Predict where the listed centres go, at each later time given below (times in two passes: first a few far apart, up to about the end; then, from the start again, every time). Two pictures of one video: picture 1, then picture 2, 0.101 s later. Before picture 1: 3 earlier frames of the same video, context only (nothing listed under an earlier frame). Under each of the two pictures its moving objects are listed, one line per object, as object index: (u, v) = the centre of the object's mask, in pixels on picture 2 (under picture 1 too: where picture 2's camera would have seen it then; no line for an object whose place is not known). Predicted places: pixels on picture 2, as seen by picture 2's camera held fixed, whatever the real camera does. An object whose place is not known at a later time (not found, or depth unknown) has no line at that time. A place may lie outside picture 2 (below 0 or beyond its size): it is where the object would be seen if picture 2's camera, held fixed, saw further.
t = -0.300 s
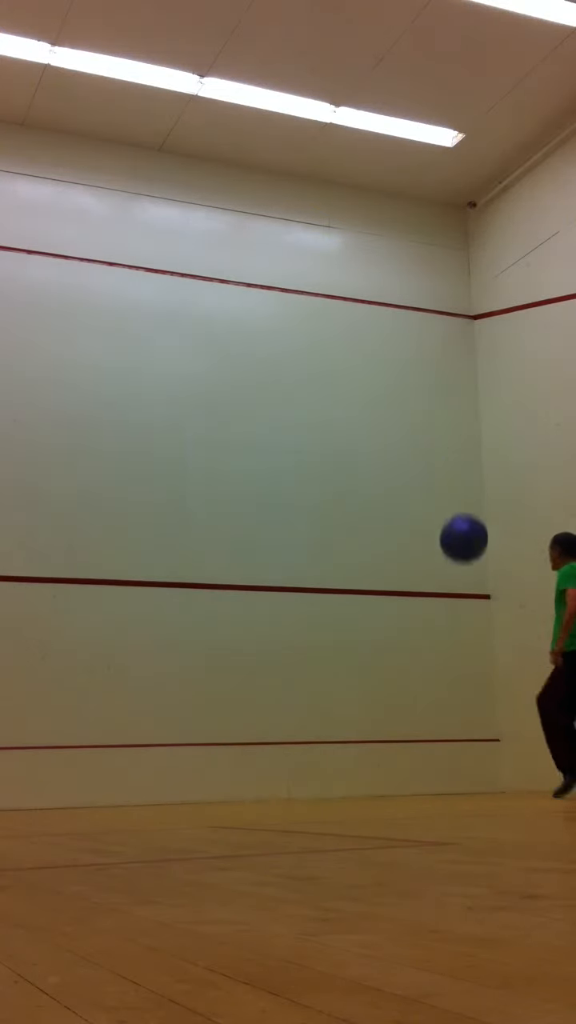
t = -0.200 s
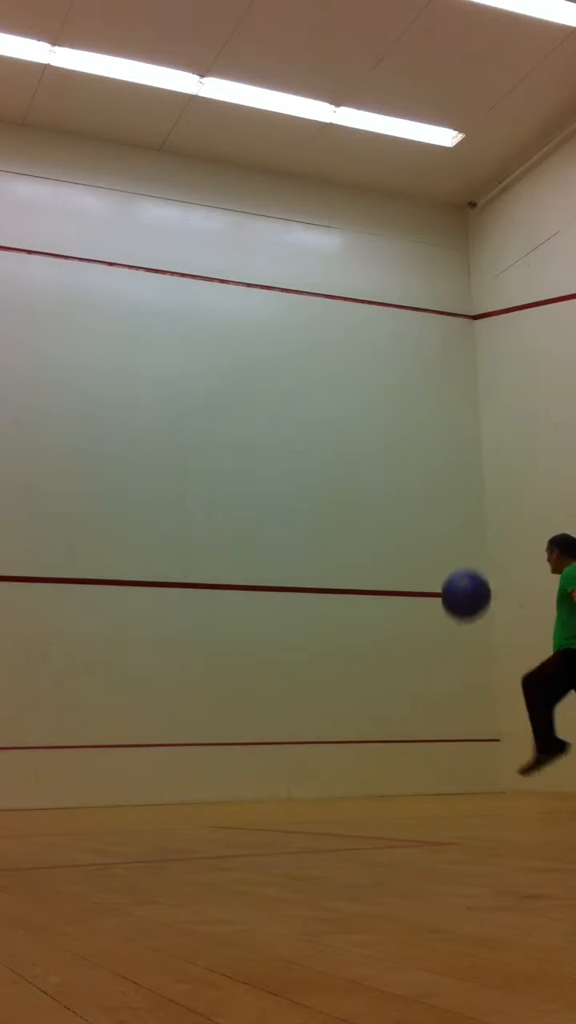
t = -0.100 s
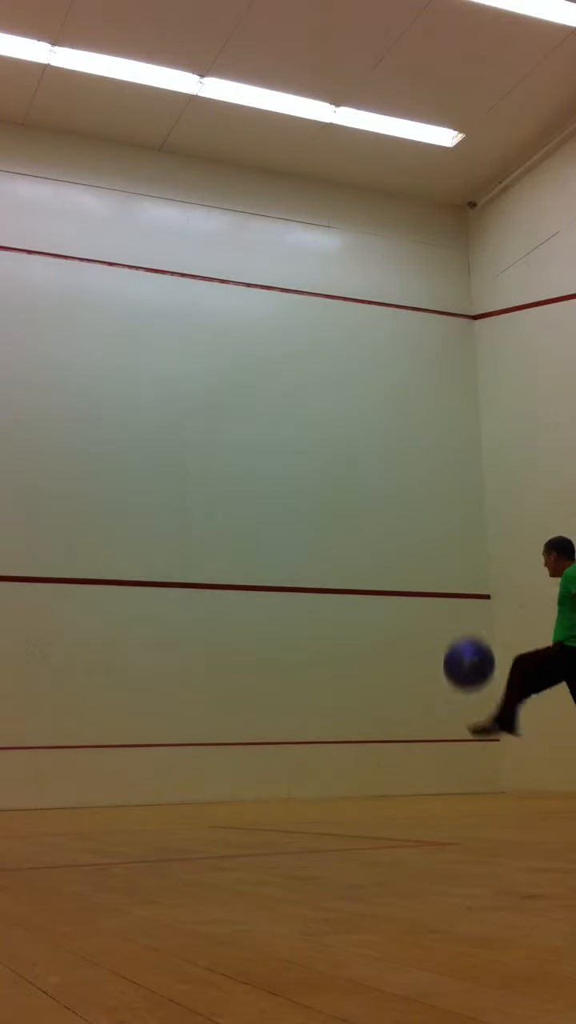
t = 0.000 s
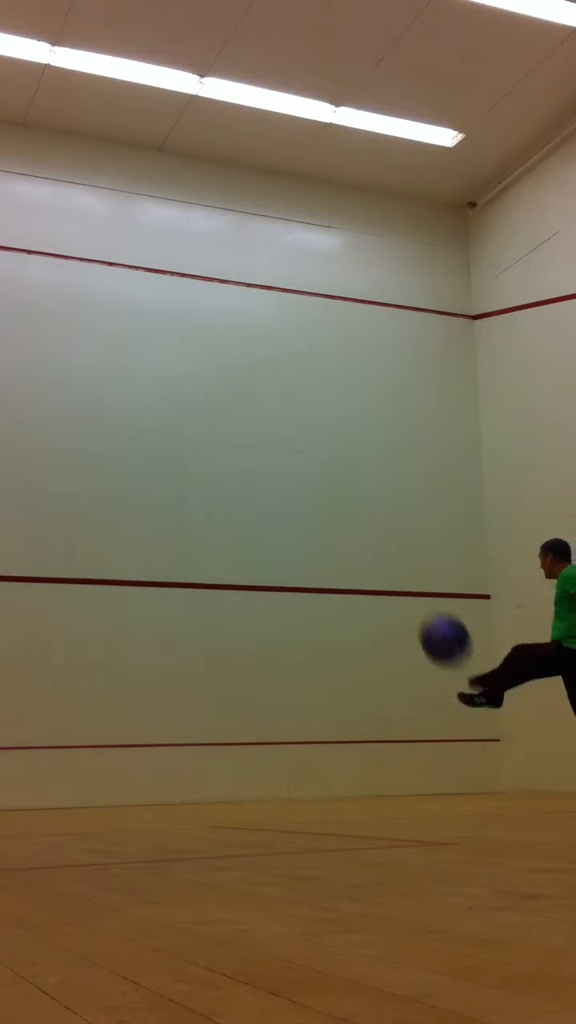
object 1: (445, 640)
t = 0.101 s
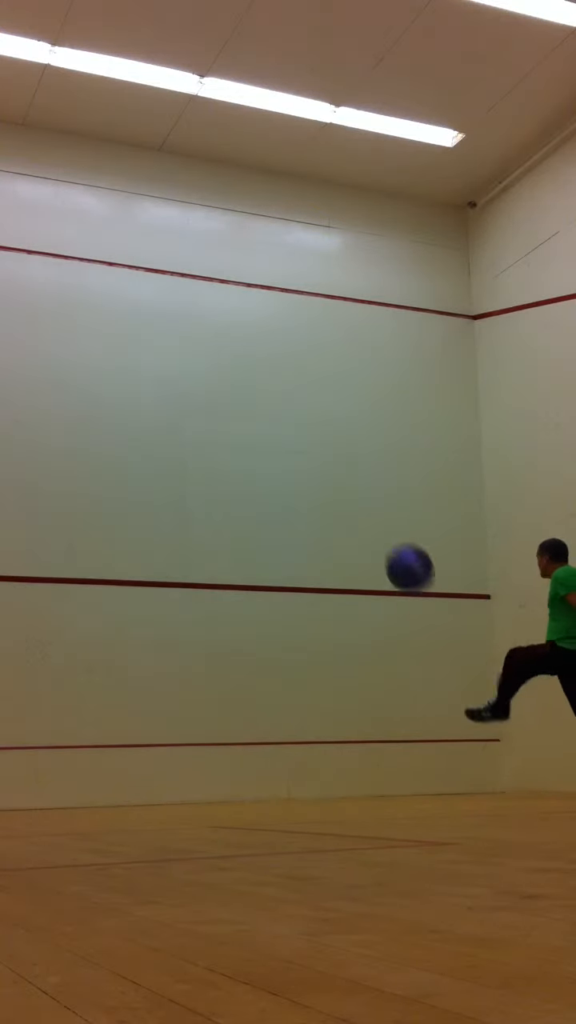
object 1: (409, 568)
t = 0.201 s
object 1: (380, 516)
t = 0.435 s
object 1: (330, 443)
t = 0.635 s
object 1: (344, 407)
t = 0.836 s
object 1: (363, 405)
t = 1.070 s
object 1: (389, 448)
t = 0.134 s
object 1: (399, 549)
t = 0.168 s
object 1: (389, 531)
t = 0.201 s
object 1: (380, 516)
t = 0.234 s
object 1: (372, 502)
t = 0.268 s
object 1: (364, 489)
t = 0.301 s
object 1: (356, 477)
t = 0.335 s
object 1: (349, 467)
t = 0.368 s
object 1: (342, 458)
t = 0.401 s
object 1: (336, 450)
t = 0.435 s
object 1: (330, 443)
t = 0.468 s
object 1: (330, 436)
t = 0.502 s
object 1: (332, 428)
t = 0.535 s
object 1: (335, 422)
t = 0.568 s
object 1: (338, 416)
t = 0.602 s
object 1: (341, 411)
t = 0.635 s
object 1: (344, 407)
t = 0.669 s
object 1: (347, 404)
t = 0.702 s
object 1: (350, 403)
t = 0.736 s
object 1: (353, 402)
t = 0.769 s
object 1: (356, 402)
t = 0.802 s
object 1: (360, 403)
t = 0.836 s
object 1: (363, 405)
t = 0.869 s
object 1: (367, 408)
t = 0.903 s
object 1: (370, 412)
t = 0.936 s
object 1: (374, 417)
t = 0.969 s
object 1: (377, 423)
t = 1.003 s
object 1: (381, 430)
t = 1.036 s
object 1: (385, 438)
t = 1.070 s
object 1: (389, 448)
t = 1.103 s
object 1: (393, 458)
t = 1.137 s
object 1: (396, 470)
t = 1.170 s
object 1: (400, 483)
